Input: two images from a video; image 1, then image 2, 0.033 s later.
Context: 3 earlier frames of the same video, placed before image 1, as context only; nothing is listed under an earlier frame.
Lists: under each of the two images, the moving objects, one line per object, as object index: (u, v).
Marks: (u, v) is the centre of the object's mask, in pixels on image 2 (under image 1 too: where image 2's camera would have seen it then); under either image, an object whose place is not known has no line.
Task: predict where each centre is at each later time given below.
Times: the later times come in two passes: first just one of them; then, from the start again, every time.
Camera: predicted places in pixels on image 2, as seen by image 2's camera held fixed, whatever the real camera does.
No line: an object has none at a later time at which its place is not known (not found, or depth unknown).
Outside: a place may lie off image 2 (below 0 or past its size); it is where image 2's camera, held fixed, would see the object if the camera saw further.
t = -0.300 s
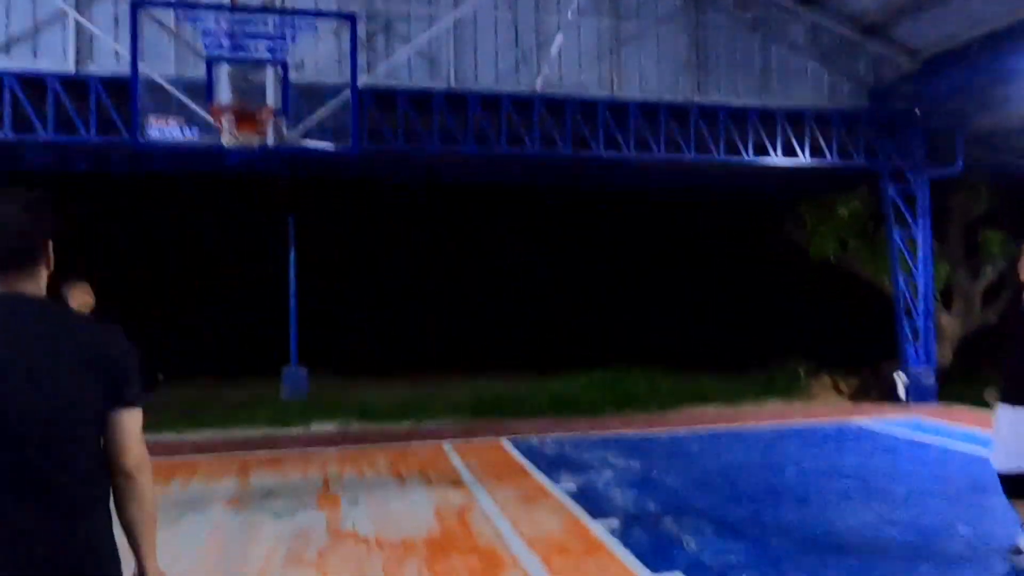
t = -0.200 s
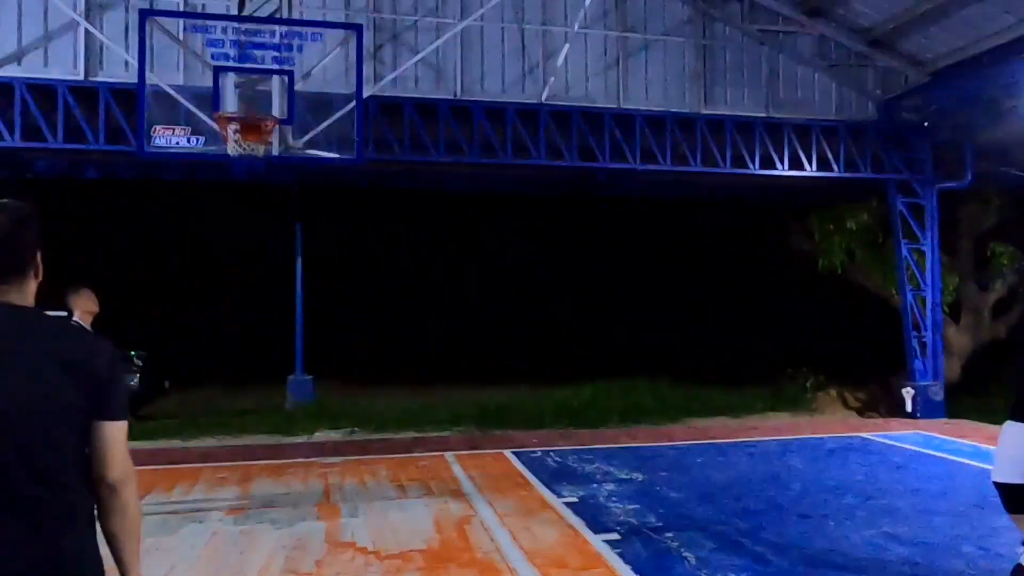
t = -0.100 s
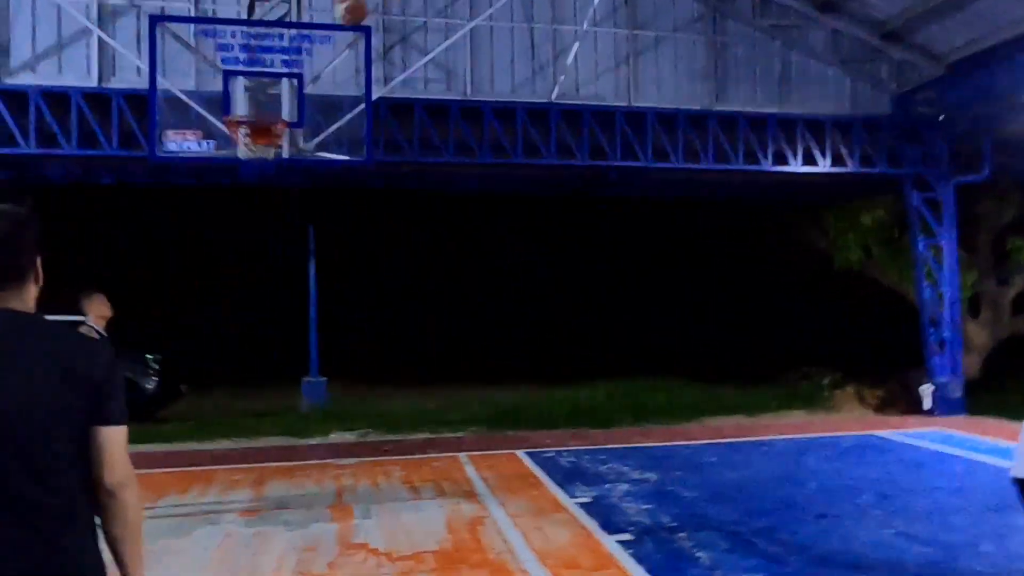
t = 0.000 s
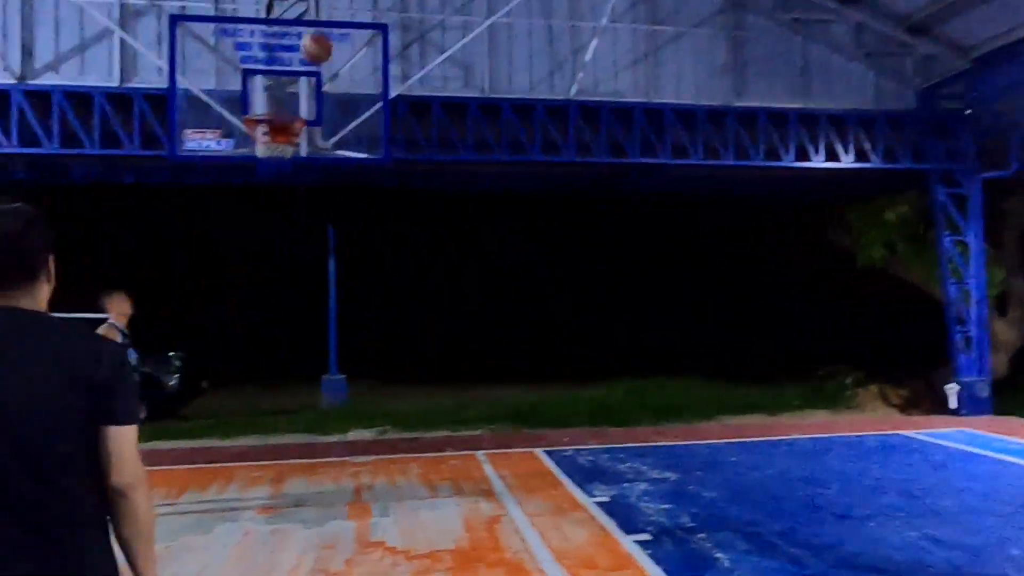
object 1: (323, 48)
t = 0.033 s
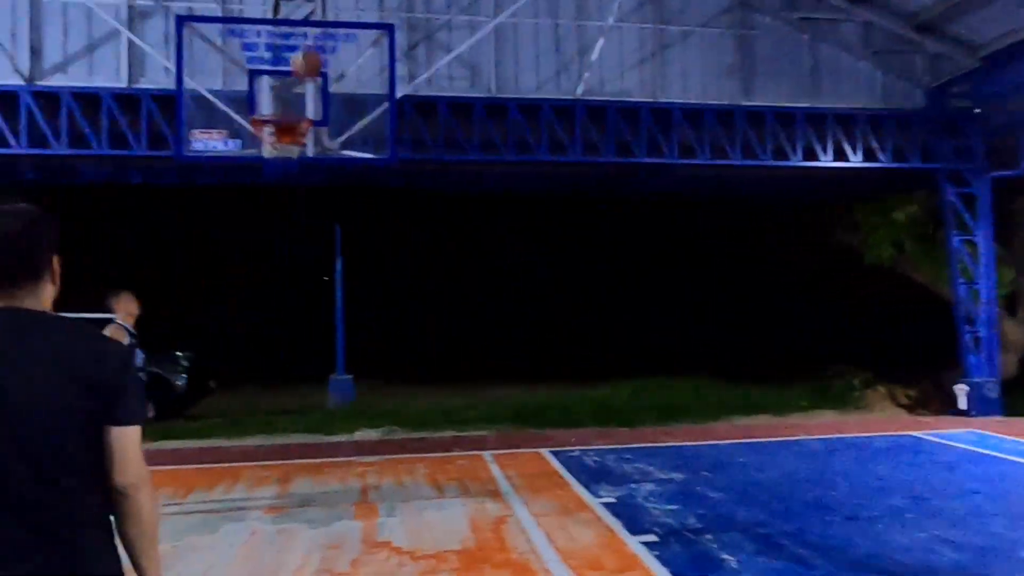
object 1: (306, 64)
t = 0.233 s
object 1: (284, 66)
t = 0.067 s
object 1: (289, 81)
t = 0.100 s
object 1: (274, 98)
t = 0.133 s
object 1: (264, 107)
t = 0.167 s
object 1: (271, 92)
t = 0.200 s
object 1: (278, 80)
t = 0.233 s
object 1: (284, 66)
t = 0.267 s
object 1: (291, 54)
